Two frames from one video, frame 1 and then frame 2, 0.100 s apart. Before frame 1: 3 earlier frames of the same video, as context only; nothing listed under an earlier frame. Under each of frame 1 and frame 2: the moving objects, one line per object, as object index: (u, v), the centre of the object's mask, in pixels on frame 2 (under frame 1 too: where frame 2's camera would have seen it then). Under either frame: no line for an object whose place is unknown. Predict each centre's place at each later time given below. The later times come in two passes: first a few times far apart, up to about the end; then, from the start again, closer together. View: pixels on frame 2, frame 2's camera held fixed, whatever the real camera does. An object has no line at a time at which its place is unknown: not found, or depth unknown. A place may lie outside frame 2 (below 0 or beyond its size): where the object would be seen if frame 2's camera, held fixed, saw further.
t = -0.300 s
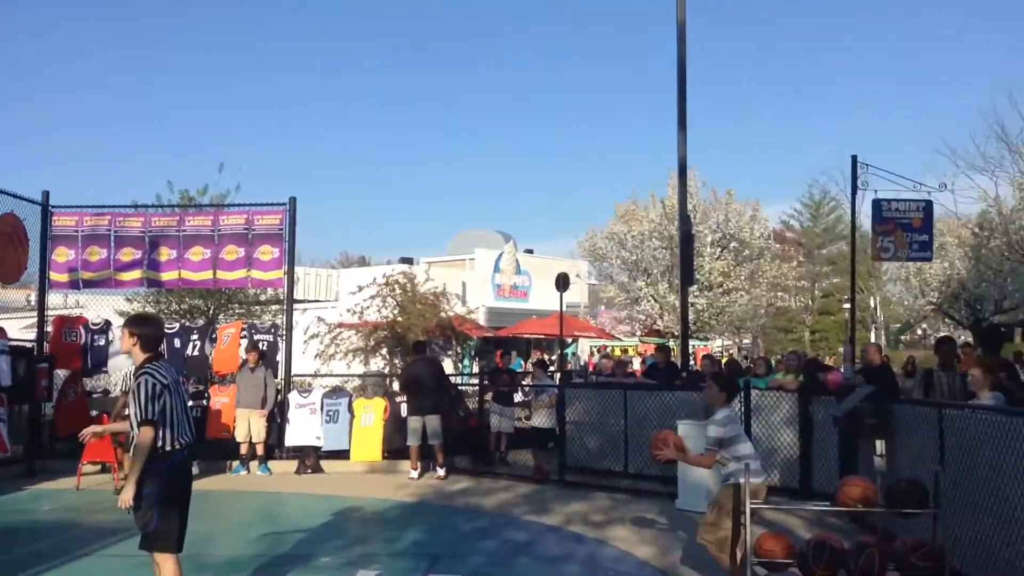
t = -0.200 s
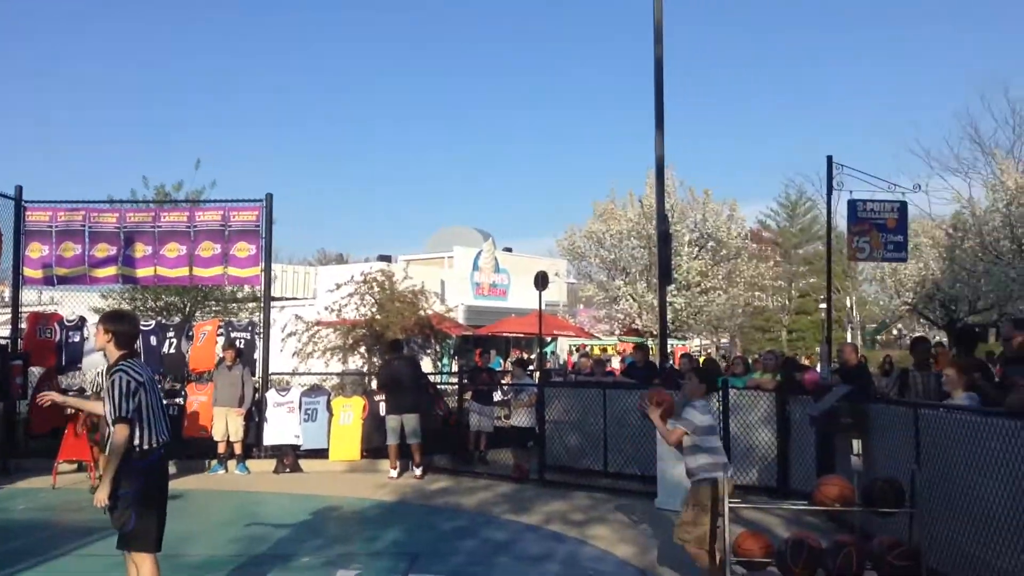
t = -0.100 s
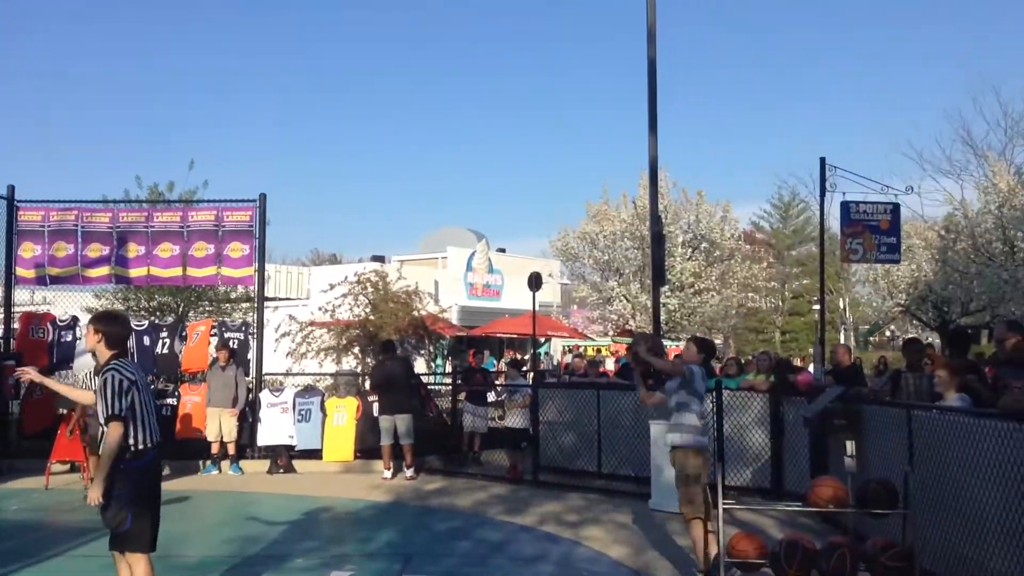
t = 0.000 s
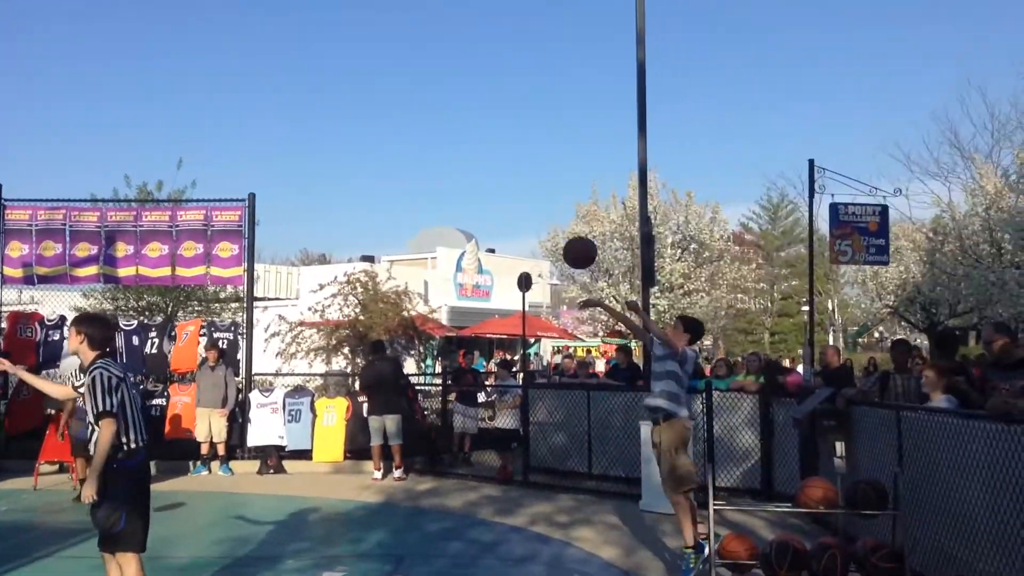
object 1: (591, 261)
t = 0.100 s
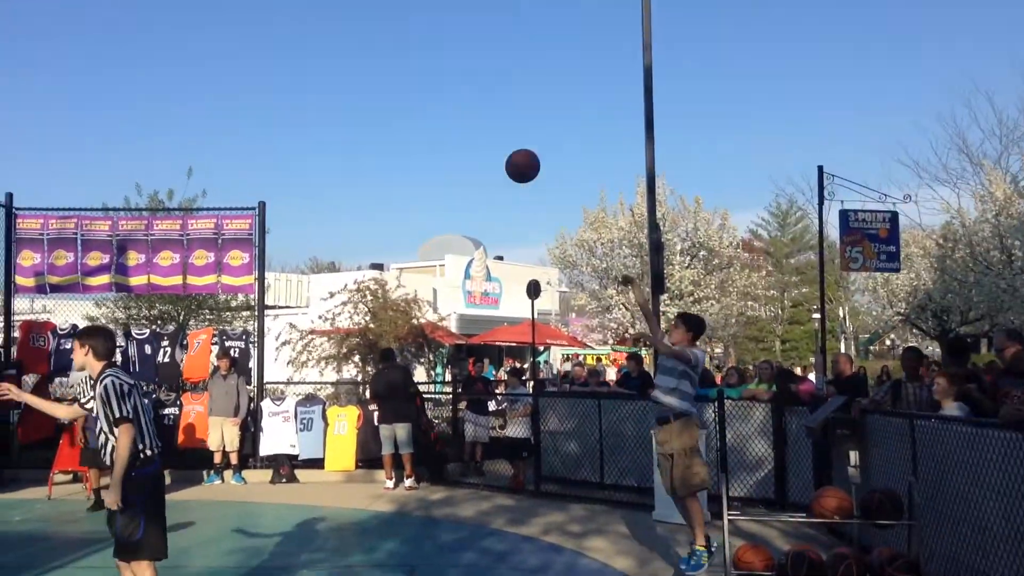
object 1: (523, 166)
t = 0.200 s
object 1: (447, 84)
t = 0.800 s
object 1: (38, -115)
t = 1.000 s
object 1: (-106, -65)
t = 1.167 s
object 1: (-233, 25)
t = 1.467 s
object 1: (-341, 274)
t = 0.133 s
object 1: (498, 137)
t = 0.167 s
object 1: (473, 109)
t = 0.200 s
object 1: (447, 84)
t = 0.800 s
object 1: (38, -115)
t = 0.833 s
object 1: (15, -111)
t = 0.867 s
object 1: (-9, -105)
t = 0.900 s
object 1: (-32, -98)
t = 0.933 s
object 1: (-57, -89)
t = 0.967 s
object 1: (-81, -78)
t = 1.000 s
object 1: (-106, -65)
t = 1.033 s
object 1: (-131, -51)
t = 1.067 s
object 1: (-156, -34)
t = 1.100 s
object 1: (-181, -16)
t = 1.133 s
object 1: (-207, 4)
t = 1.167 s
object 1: (-233, 25)
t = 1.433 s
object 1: (-339, 243)
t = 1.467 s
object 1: (-341, 274)
